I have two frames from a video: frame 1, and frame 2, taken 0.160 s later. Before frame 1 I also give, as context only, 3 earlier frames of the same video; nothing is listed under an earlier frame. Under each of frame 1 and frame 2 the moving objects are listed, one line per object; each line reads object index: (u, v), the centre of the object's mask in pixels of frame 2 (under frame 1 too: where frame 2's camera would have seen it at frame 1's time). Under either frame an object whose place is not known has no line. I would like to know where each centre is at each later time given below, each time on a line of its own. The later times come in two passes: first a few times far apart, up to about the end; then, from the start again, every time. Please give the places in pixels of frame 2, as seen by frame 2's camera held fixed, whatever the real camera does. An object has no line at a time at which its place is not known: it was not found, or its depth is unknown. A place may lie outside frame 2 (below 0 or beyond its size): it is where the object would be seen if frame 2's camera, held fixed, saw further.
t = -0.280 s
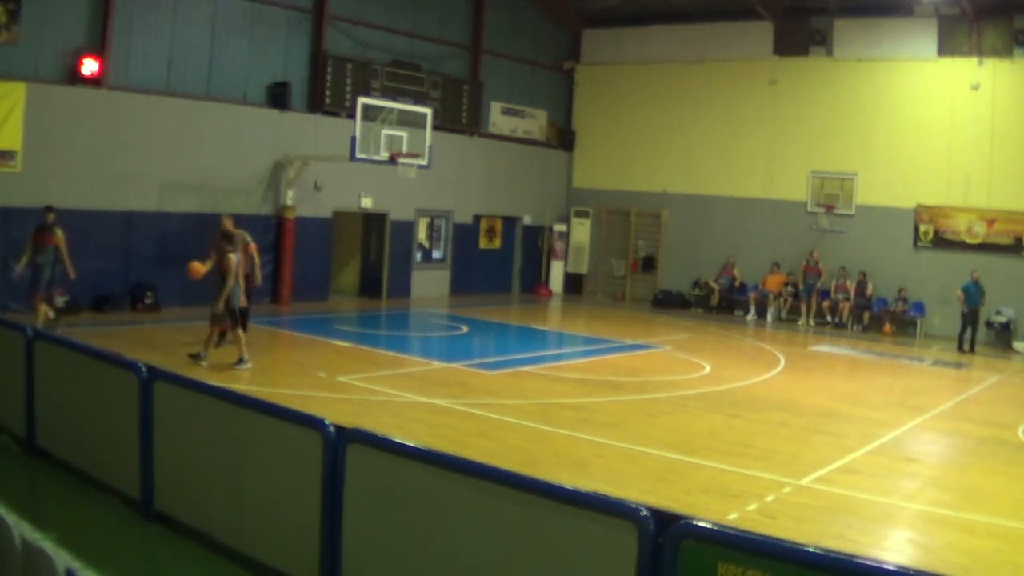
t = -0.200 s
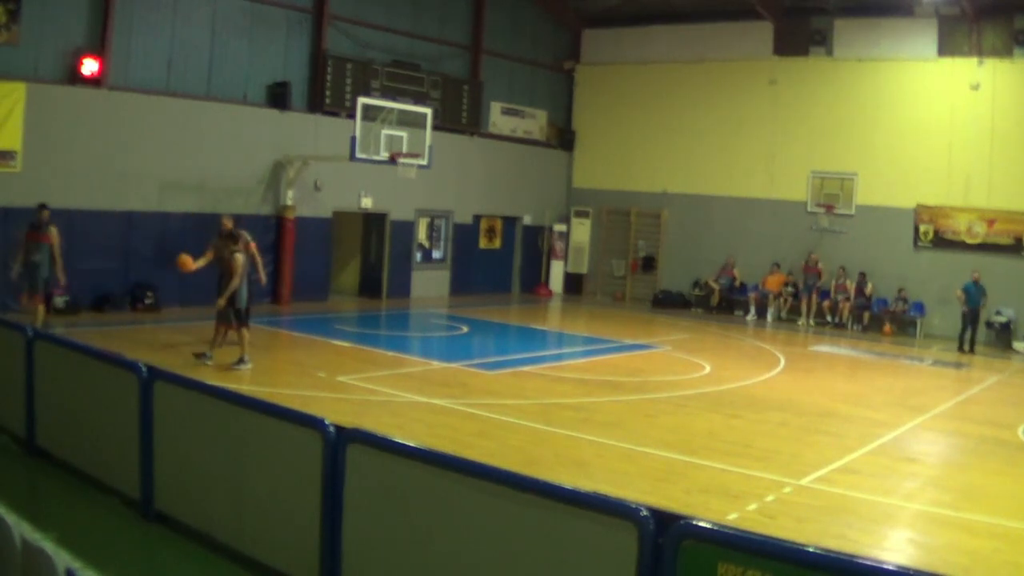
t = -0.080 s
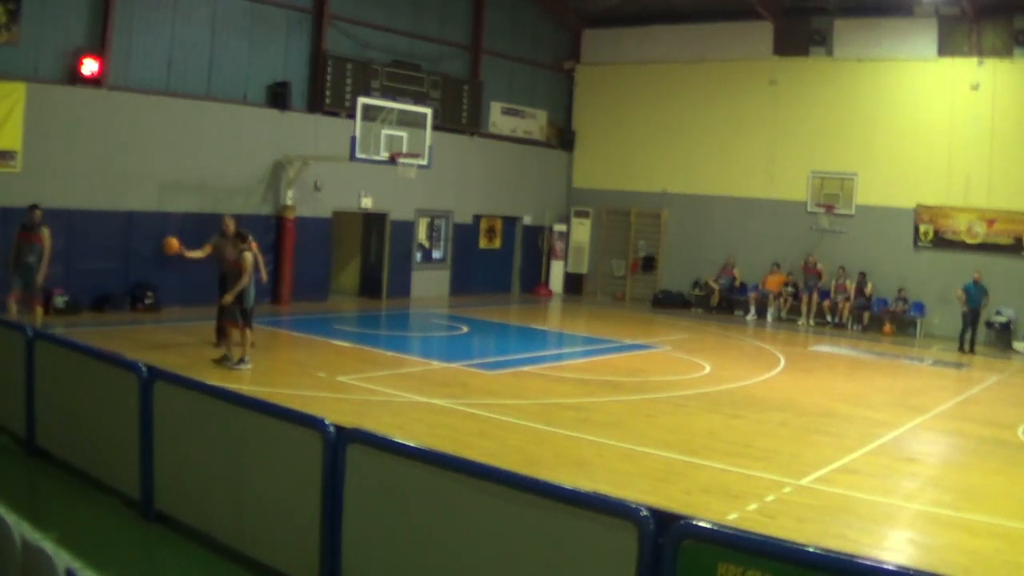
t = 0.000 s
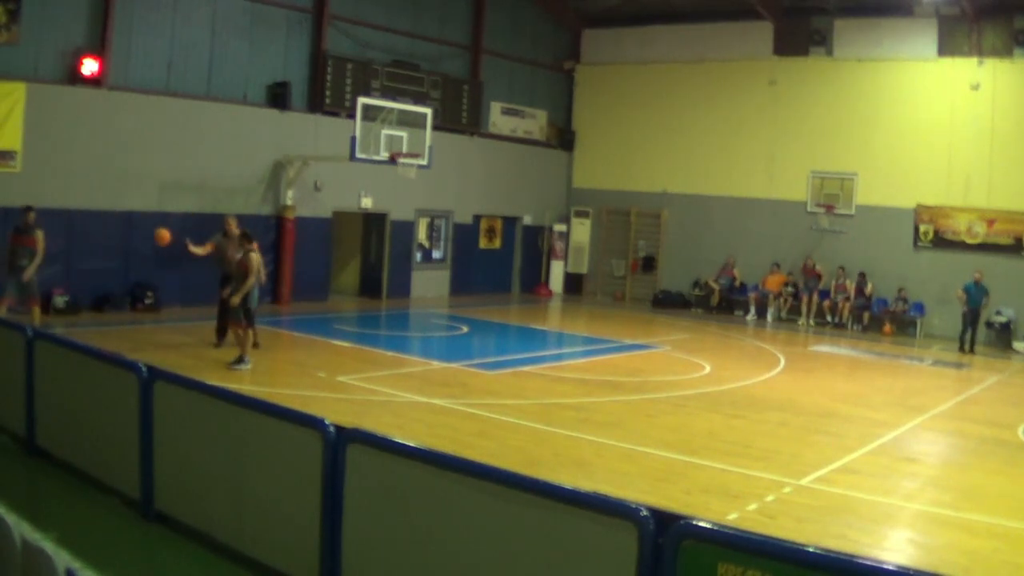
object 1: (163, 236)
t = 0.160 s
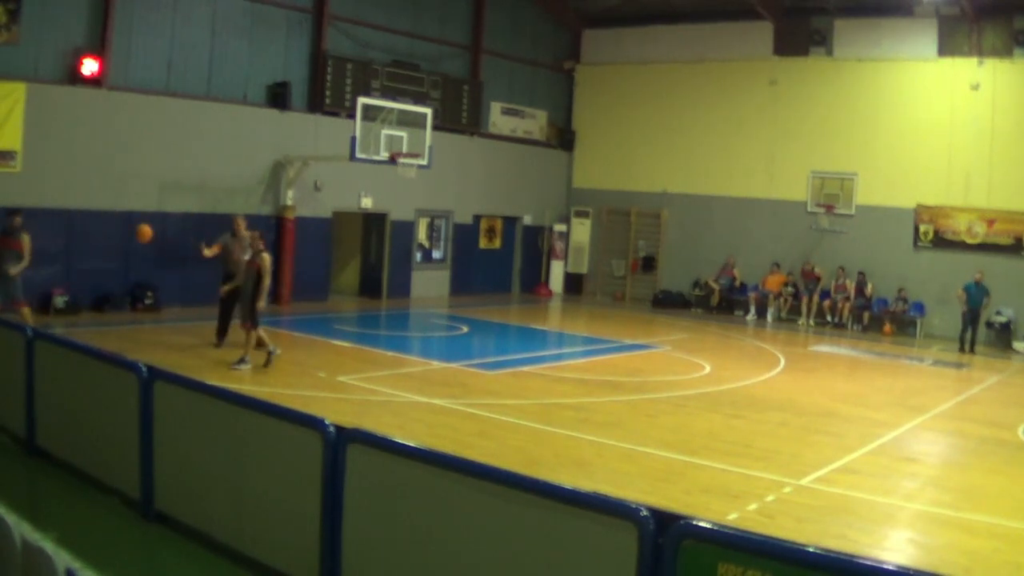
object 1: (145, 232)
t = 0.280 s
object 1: (129, 242)
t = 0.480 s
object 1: (103, 283)
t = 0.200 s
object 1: (139, 234)
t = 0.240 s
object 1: (135, 238)
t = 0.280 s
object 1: (129, 242)
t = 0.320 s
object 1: (124, 247)
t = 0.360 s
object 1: (118, 255)
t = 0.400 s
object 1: (113, 263)
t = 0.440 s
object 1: (108, 273)
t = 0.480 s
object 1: (103, 283)
